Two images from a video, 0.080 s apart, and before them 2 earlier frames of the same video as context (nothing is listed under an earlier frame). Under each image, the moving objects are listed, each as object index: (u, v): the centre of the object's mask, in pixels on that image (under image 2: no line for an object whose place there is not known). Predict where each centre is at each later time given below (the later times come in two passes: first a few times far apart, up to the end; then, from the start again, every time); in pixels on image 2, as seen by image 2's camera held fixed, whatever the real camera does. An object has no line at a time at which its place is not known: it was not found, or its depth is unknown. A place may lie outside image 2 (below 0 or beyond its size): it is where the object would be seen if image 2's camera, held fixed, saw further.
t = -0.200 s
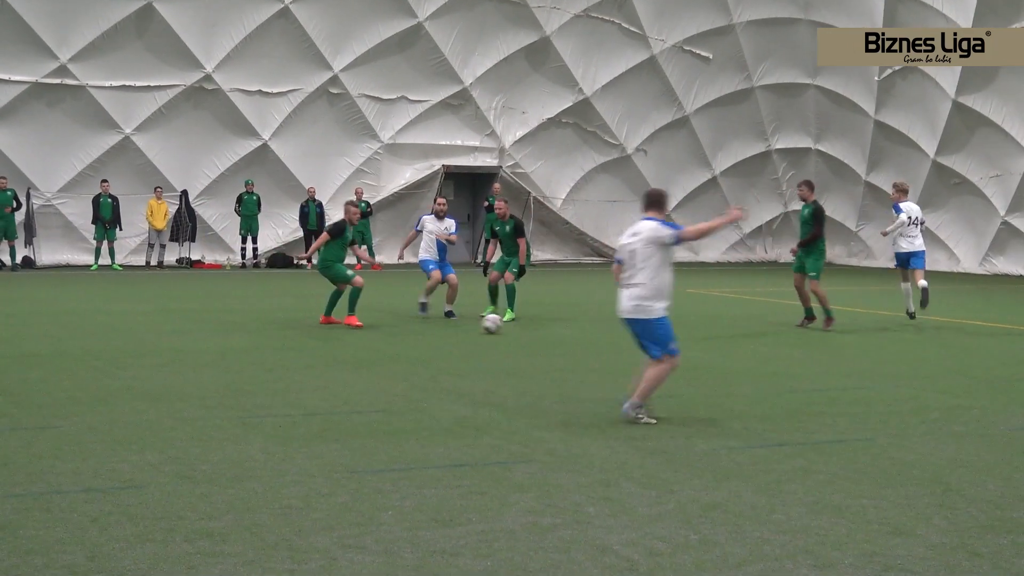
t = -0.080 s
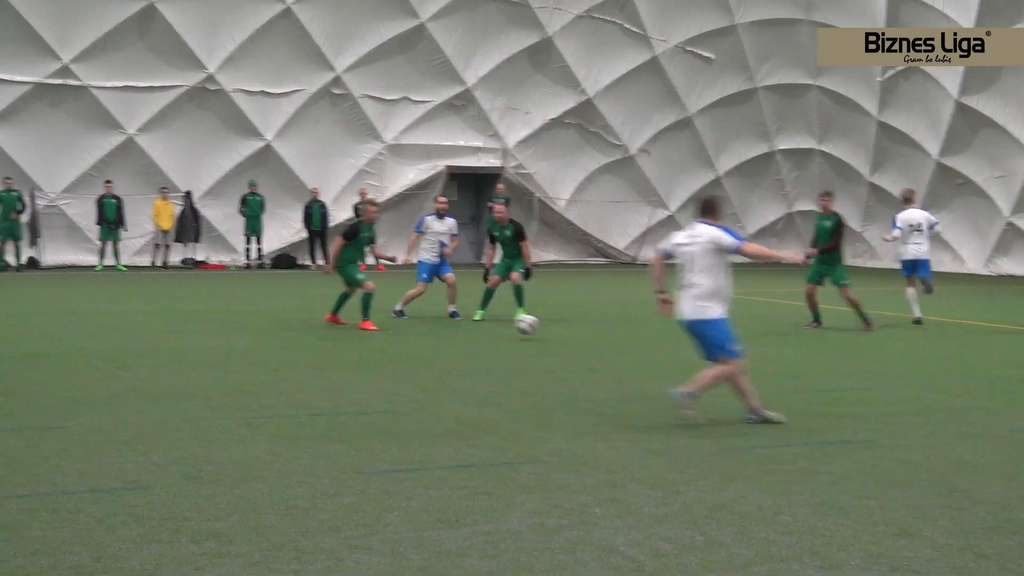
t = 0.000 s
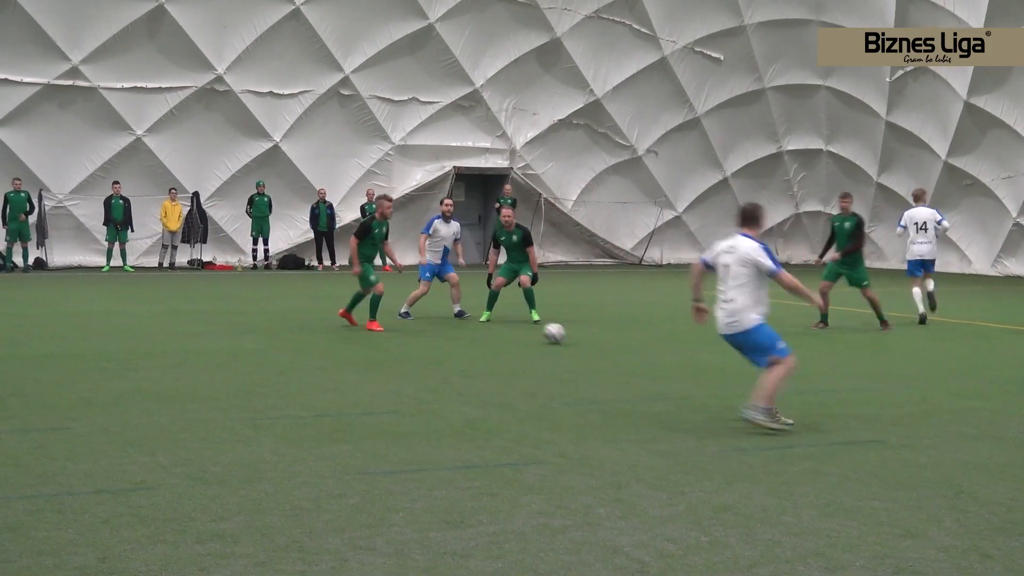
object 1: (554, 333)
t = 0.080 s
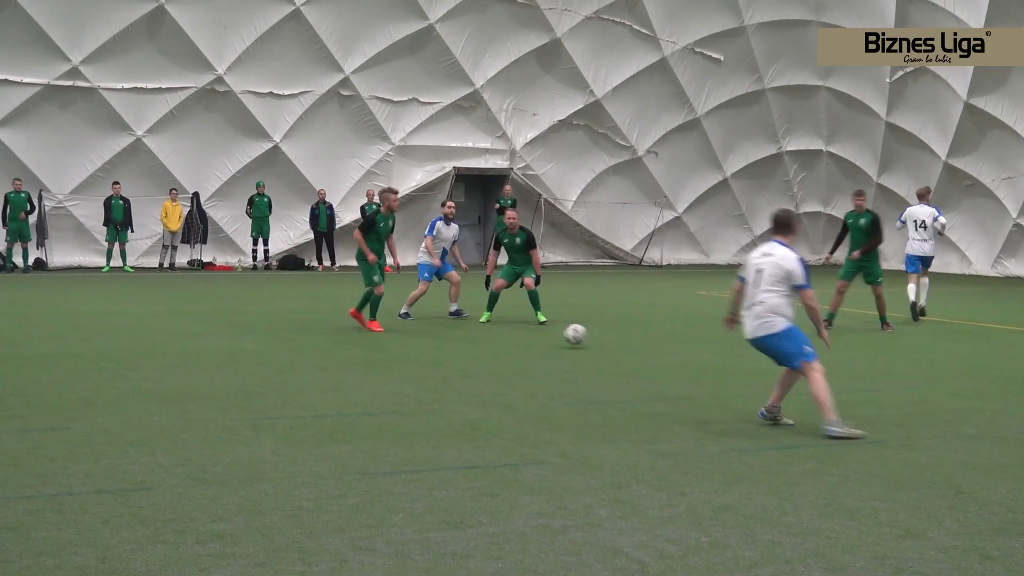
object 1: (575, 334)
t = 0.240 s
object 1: (619, 343)
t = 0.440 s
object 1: (676, 352)
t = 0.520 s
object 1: (701, 357)
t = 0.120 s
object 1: (586, 335)
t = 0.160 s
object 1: (596, 337)
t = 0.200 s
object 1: (608, 342)
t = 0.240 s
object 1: (619, 343)
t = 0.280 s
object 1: (630, 343)
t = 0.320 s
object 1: (641, 344)
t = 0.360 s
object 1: (652, 348)
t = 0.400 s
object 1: (664, 352)
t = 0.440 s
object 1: (676, 352)
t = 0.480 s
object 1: (688, 353)
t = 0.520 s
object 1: (701, 357)
